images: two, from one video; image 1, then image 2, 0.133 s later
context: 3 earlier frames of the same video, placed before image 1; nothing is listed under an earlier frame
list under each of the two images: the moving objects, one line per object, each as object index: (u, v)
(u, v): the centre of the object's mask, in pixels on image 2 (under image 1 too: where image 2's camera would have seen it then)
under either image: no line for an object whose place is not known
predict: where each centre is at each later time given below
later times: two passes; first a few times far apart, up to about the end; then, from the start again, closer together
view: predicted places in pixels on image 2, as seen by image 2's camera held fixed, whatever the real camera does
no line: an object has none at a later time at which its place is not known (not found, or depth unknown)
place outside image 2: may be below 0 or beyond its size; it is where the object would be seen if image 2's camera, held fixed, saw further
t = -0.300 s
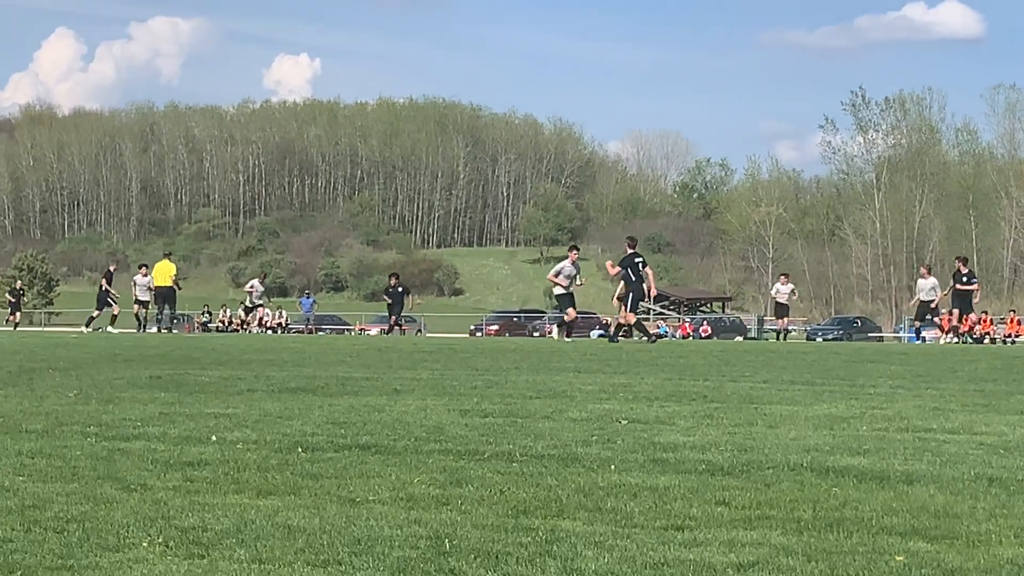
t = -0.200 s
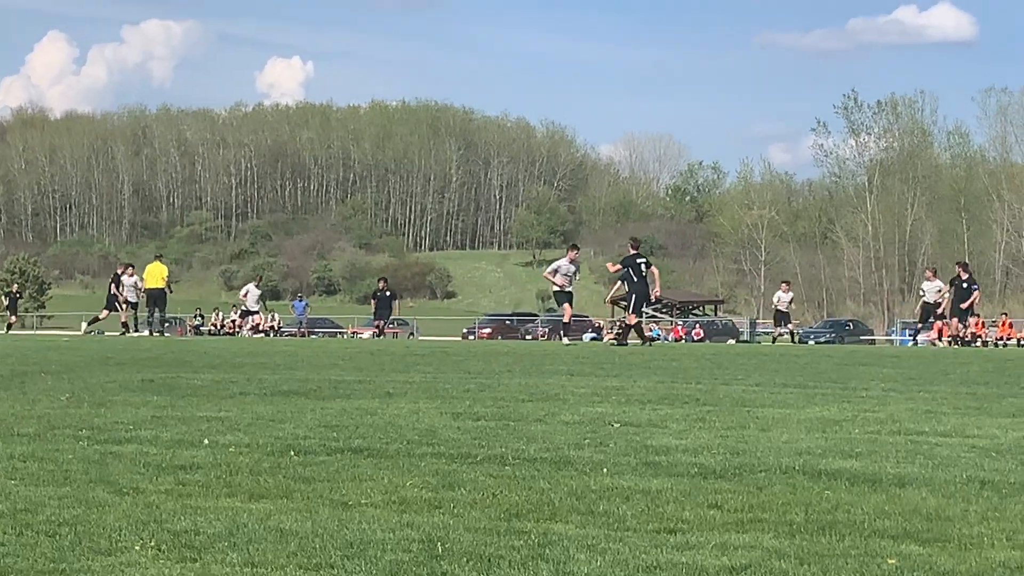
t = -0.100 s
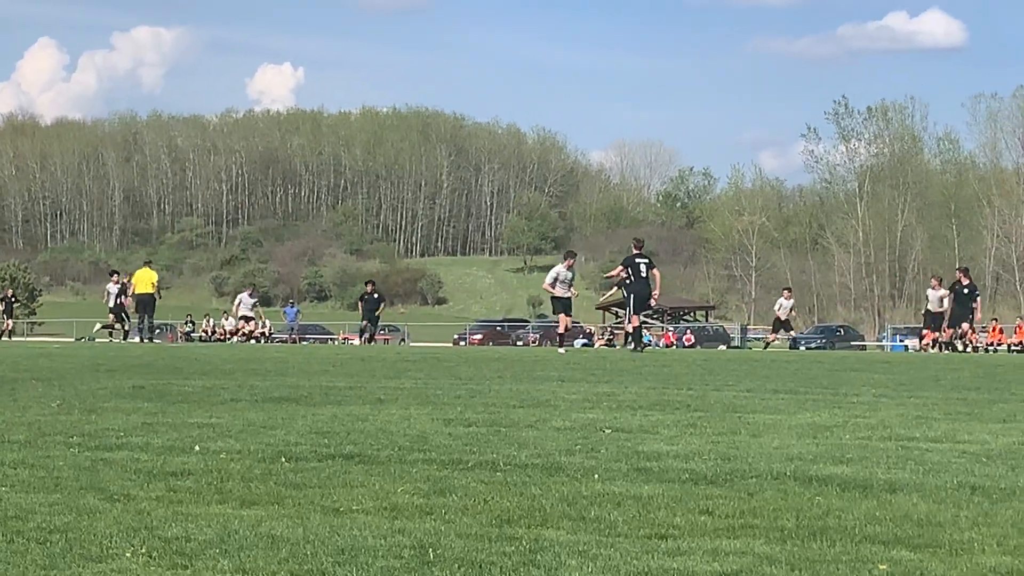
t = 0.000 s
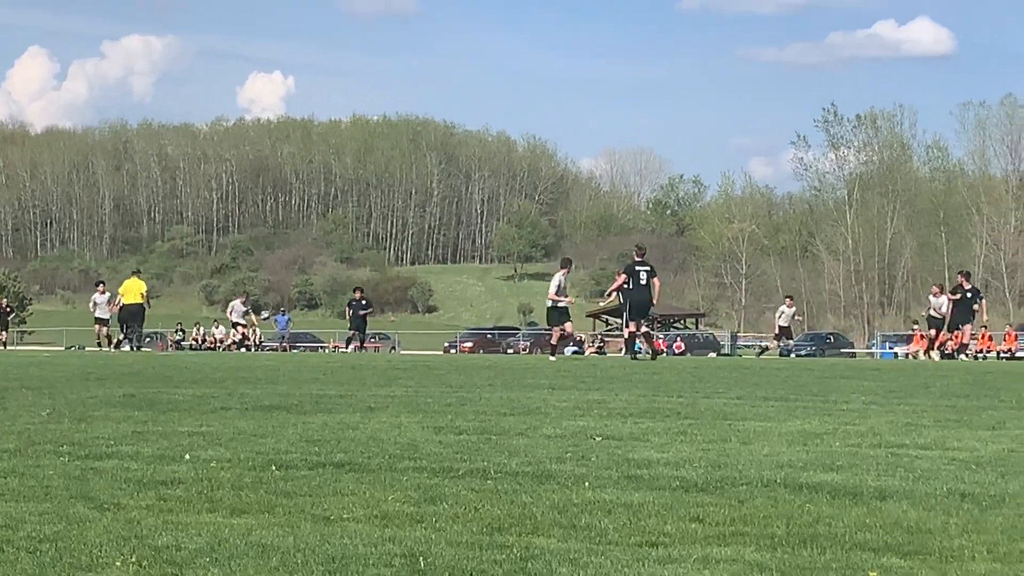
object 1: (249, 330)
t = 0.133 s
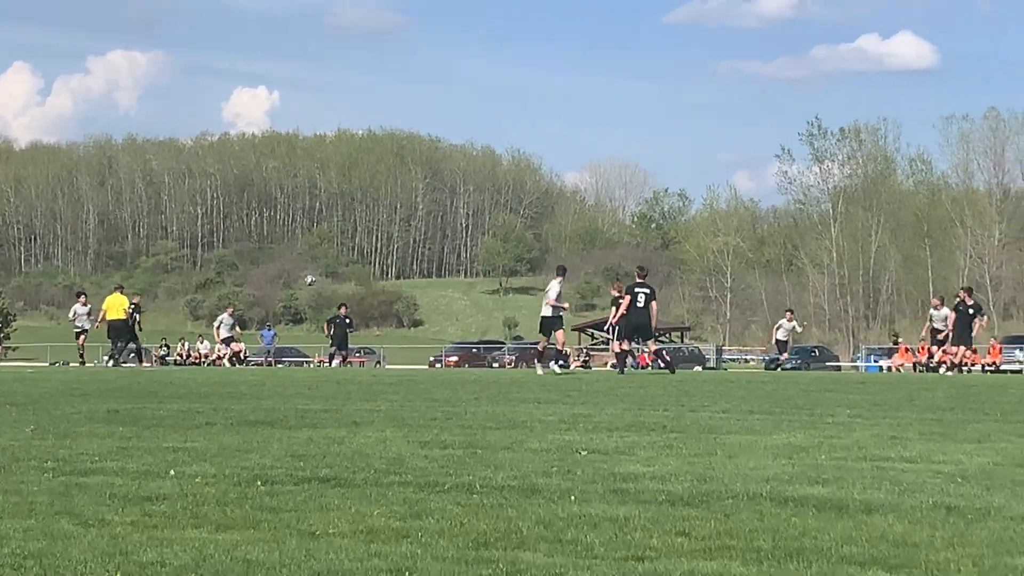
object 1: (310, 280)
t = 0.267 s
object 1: (367, 233)
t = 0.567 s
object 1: (492, 140)
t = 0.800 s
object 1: (587, 80)
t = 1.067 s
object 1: (693, 28)
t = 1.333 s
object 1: (798, -1)
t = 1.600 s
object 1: (906, -4)
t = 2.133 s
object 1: (1173, 102)
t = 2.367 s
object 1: (1324, 229)
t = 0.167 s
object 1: (324, 269)
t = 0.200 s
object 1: (339, 256)
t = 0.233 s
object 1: (353, 245)
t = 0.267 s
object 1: (367, 233)
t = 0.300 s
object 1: (382, 222)
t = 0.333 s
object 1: (395, 211)
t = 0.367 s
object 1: (409, 200)
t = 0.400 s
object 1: (423, 190)
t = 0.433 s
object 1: (437, 179)
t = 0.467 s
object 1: (451, 168)
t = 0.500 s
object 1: (465, 159)
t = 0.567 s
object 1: (492, 140)
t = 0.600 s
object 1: (506, 131)
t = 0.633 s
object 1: (520, 121)
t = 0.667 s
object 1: (533, 112)
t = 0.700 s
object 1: (546, 104)
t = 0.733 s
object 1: (560, 95)
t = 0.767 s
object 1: (573, 87)
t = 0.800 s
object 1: (587, 80)
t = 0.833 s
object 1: (601, 72)
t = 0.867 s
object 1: (614, 65)
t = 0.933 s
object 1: (640, 51)
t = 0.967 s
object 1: (654, 45)
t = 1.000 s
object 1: (667, 39)
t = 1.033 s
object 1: (680, 34)
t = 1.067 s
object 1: (693, 28)
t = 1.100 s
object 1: (706, 23)
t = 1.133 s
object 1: (720, 18)
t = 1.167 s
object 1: (733, 14)
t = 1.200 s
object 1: (745, 11)
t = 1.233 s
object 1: (759, 7)
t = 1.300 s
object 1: (785, 1)
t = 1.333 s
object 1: (798, -1)
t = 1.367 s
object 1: (811, -3)
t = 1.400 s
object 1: (824, -4)
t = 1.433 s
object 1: (837, -5)
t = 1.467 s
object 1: (851, -5)
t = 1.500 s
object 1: (864, -6)
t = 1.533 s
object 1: (878, -6)
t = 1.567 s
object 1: (892, -6)
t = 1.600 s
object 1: (906, -4)
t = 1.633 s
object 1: (920, -2)
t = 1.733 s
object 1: (965, 7)
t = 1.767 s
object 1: (981, 10)
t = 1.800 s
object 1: (996, 15)
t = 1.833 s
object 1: (1012, 20)
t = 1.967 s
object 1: (1080, 49)
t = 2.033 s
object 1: (1116, 66)
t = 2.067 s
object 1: (1135, 75)
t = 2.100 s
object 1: (1154, 88)
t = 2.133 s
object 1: (1173, 102)
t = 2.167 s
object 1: (1194, 117)
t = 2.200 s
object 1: (1215, 132)
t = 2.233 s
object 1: (1236, 149)
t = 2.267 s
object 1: (1256, 168)
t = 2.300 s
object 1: (1278, 187)
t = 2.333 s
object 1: (1301, 208)
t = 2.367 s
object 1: (1324, 229)
